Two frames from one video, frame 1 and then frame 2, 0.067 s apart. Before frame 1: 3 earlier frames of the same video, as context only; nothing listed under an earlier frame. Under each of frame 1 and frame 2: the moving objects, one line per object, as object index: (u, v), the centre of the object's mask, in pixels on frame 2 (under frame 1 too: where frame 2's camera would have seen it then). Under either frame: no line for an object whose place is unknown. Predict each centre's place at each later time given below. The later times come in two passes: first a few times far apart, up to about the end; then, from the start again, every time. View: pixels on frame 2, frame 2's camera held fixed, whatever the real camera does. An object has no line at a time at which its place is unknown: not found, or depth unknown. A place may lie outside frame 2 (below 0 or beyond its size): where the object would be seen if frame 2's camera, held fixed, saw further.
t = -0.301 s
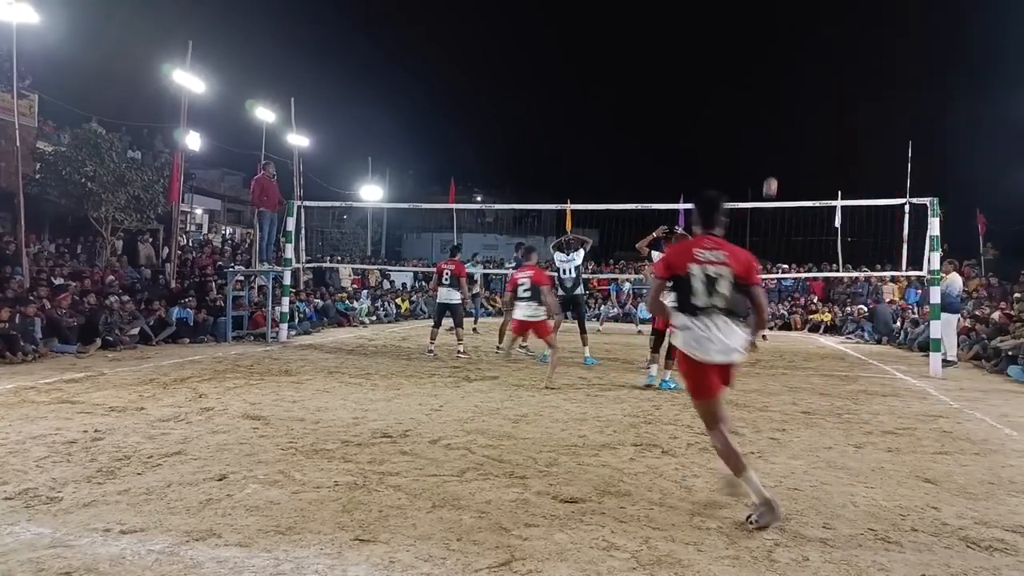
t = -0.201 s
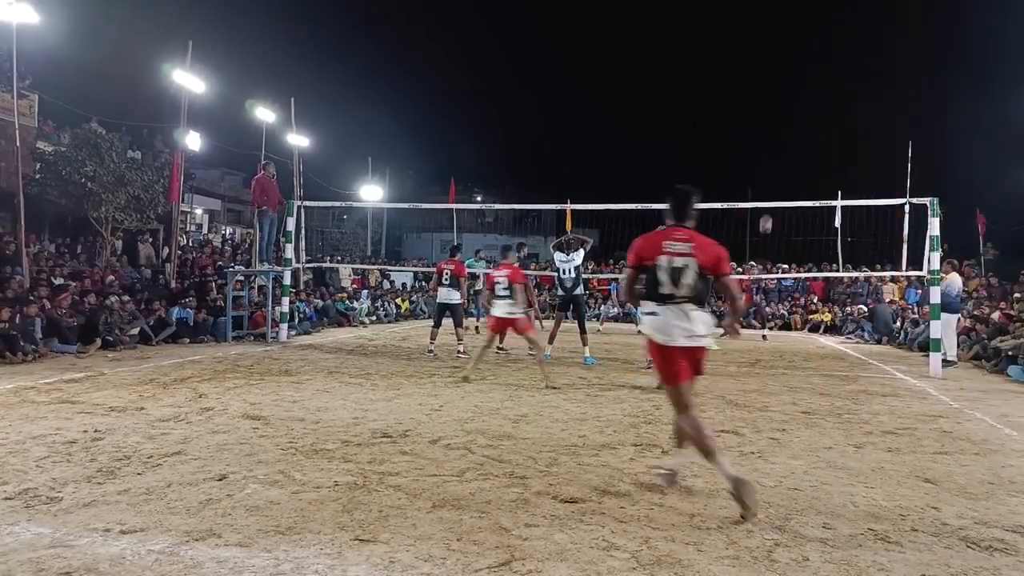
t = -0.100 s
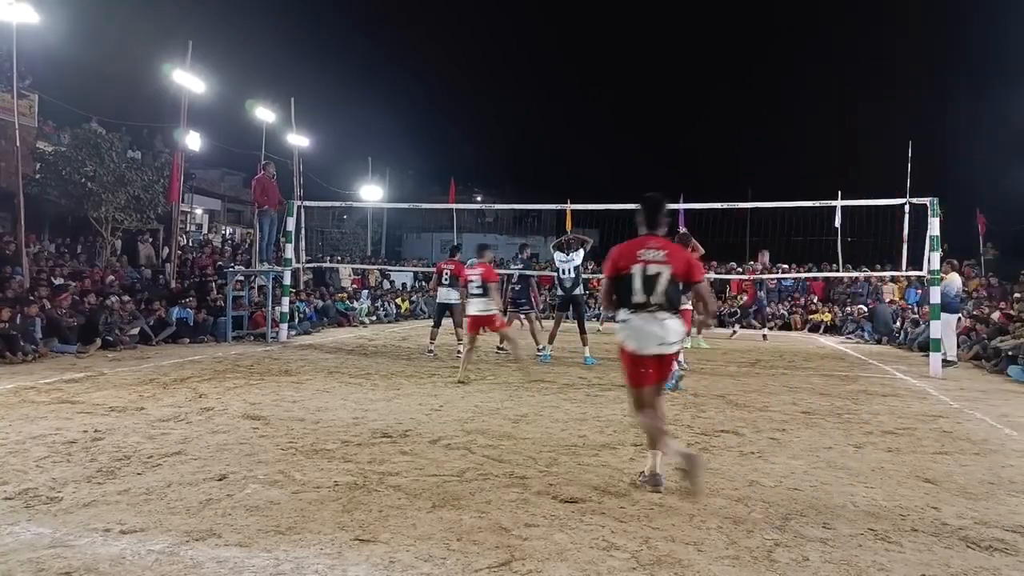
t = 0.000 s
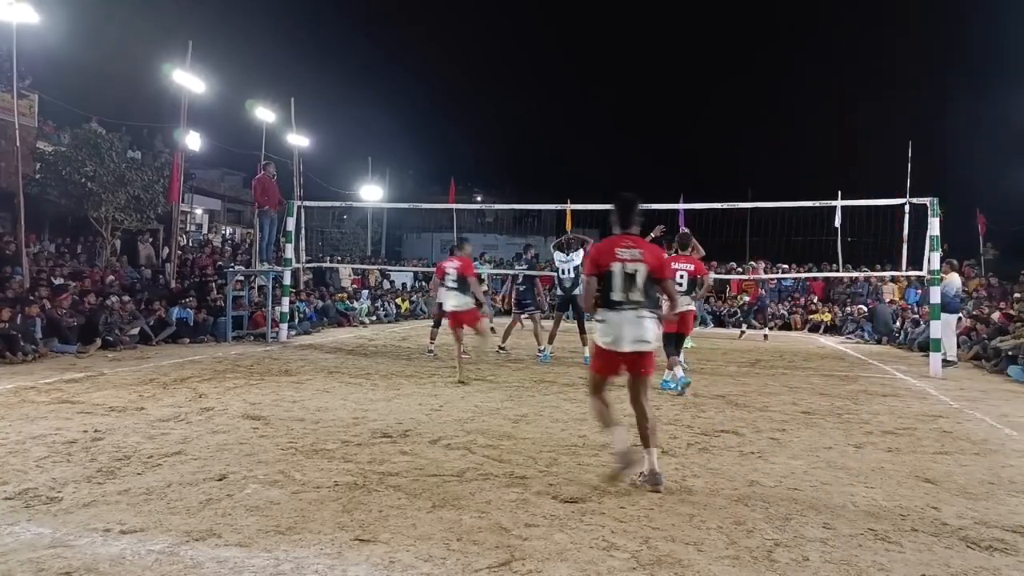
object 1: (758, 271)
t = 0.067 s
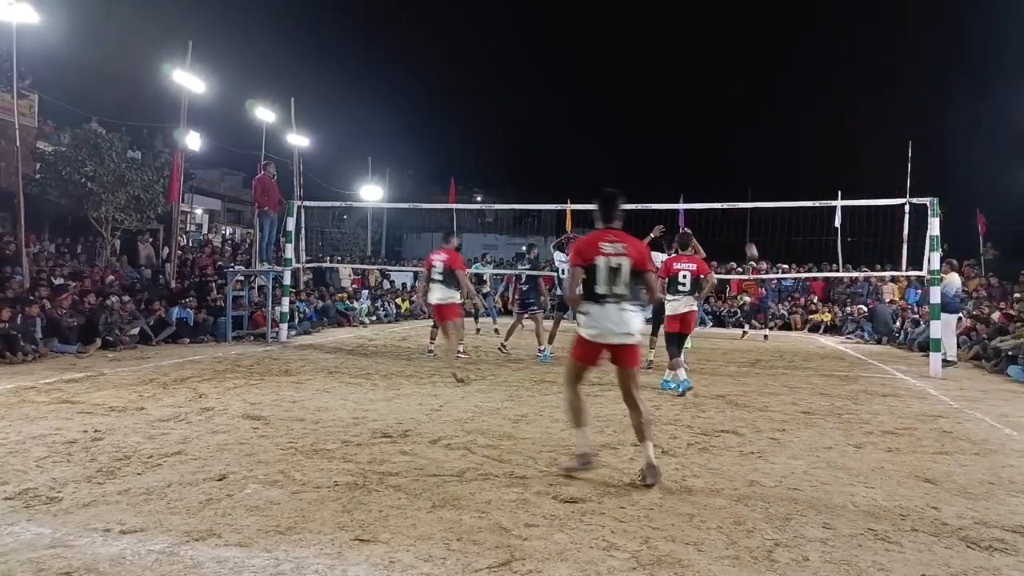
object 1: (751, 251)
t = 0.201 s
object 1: (736, 213)
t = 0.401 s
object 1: (710, 162)
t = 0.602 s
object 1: (681, 131)
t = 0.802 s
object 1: (648, 117)
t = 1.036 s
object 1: (606, 126)
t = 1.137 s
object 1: (587, 139)
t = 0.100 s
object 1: (748, 241)
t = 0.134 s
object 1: (744, 230)
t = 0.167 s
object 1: (740, 221)
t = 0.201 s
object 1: (736, 213)
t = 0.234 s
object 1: (731, 198)
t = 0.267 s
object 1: (728, 193)
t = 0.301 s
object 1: (724, 185)
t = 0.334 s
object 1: (719, 177)
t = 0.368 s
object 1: (715, 170)
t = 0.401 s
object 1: (710, 162)
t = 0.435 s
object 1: (705, 156)
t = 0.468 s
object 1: (701, 150)
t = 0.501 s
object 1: (696, 144)
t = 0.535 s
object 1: (691, 139)
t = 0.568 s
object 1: (686, 135)
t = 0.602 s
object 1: (681, 131)
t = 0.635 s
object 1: (676, 127)
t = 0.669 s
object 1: (670, 124)
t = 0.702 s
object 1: (665, 121)
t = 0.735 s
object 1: (660, 119)
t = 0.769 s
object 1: (654, 117)
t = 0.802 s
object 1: (648, 117)
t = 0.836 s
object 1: (642, 116)
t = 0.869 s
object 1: (637, 116)
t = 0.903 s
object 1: (631, 117)
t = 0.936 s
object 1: (625, 118)
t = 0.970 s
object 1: (619, 120)
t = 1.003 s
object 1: (612, 123)
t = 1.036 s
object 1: (606, 126)
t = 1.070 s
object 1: (600, 129)
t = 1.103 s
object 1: (593, 134)
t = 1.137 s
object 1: (587, 139)
